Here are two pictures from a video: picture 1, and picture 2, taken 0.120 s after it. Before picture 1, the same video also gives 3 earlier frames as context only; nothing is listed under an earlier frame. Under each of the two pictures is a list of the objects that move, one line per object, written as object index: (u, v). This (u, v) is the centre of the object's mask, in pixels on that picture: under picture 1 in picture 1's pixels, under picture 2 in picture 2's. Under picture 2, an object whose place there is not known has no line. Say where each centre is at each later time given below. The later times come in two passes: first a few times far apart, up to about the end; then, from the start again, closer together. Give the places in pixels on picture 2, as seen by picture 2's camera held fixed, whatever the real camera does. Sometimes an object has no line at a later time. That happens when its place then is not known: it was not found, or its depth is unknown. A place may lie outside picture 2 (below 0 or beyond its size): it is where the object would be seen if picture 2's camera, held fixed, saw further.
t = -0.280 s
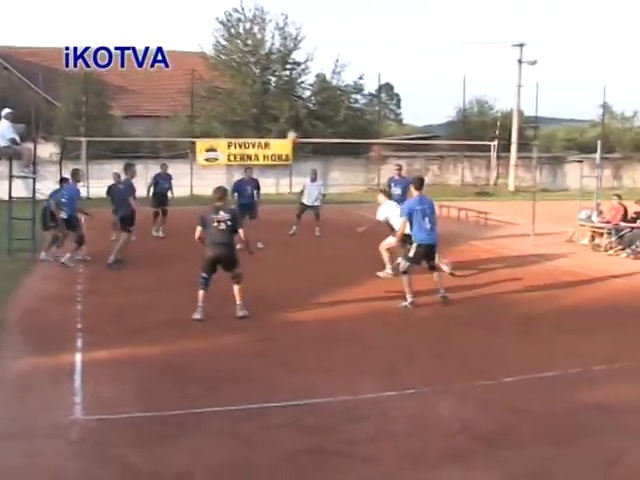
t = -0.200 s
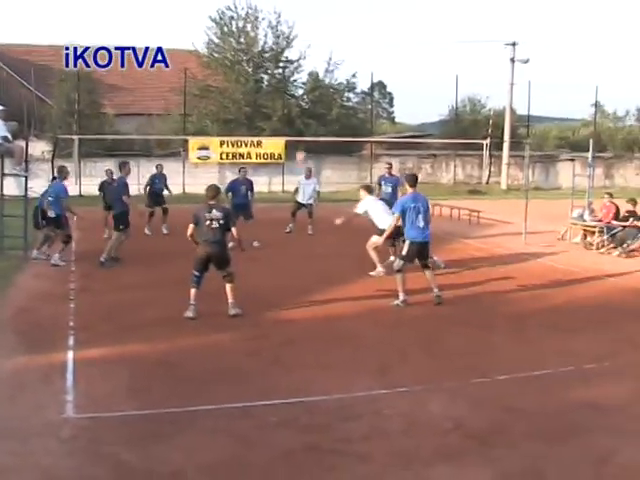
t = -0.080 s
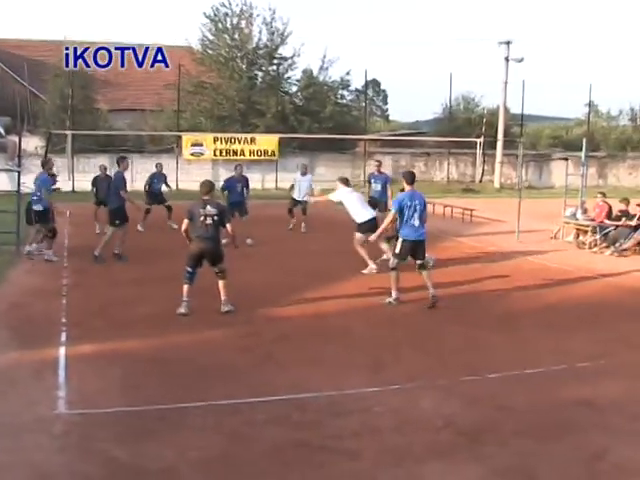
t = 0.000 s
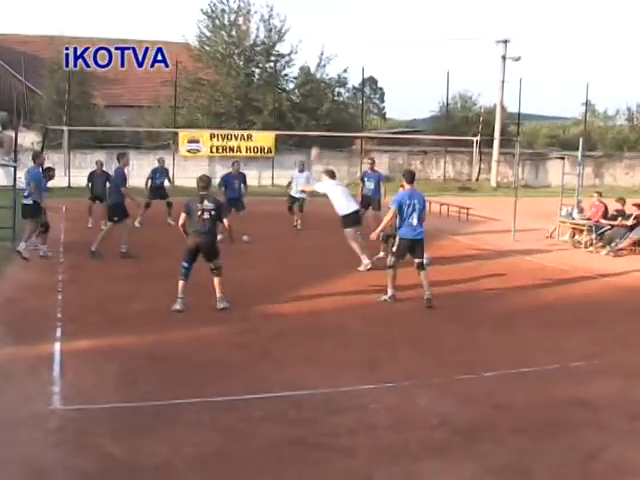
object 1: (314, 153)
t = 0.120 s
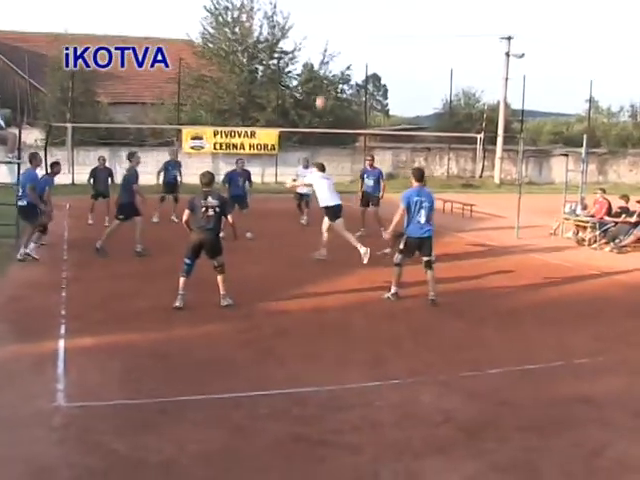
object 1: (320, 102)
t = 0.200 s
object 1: (322, 75)
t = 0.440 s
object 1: (326, 16)
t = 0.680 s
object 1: (330, -14)
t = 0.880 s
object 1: (333, -15)
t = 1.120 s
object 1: (335, 12)
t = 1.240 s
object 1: (335, 38)
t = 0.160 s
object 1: (320, 88)
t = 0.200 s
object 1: (322, 75)
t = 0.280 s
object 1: (324, 52)
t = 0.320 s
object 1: (325, 41)
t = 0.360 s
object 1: (325, 32)
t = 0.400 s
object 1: (325, 23)
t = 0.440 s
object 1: (326, 16)
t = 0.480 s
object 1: (326, 8)
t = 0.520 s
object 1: (327, 2)
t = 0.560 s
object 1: (328, -3)
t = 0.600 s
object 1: (328, -7)
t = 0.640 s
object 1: (329, -11)
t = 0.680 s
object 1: (330, -14)
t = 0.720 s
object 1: (330, -16)
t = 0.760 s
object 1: (331, -17)
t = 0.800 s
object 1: (332, -17)
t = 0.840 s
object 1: (332, -16)
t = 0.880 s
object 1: (333, -15)
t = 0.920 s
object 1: (333, -12)
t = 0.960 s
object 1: (334, -9)
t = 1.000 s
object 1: (334, -5)
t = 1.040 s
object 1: (334, 0)
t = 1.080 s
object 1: (335, 5)
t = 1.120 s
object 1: (335, 12)
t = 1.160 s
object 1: (335, 20)
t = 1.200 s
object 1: (335, 29)
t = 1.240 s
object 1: (335, 38)
